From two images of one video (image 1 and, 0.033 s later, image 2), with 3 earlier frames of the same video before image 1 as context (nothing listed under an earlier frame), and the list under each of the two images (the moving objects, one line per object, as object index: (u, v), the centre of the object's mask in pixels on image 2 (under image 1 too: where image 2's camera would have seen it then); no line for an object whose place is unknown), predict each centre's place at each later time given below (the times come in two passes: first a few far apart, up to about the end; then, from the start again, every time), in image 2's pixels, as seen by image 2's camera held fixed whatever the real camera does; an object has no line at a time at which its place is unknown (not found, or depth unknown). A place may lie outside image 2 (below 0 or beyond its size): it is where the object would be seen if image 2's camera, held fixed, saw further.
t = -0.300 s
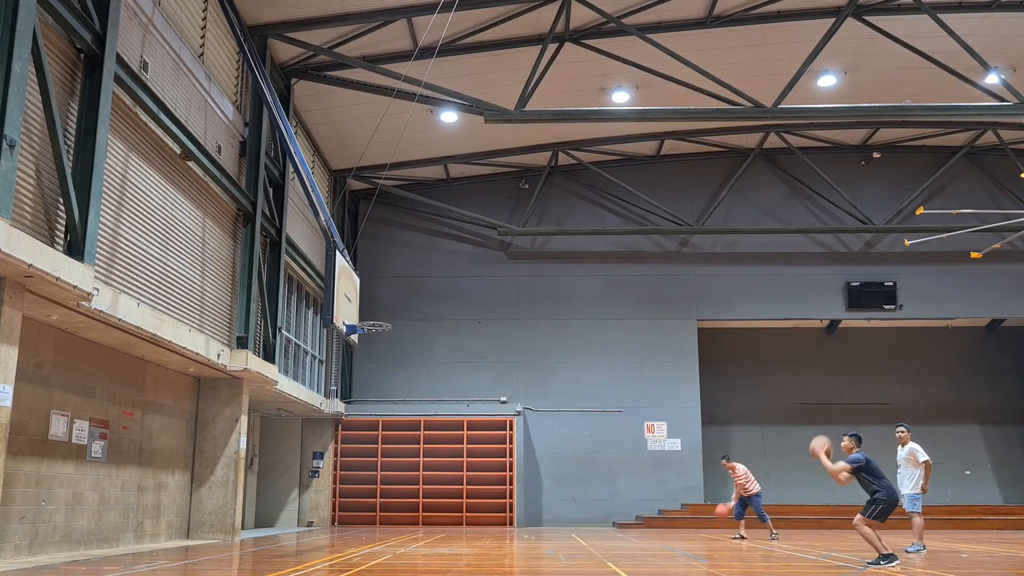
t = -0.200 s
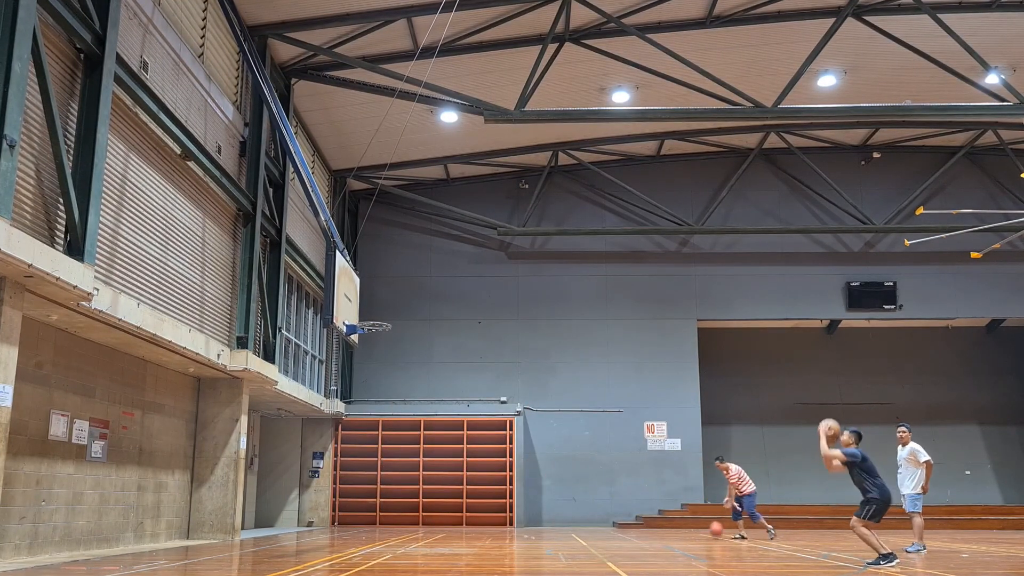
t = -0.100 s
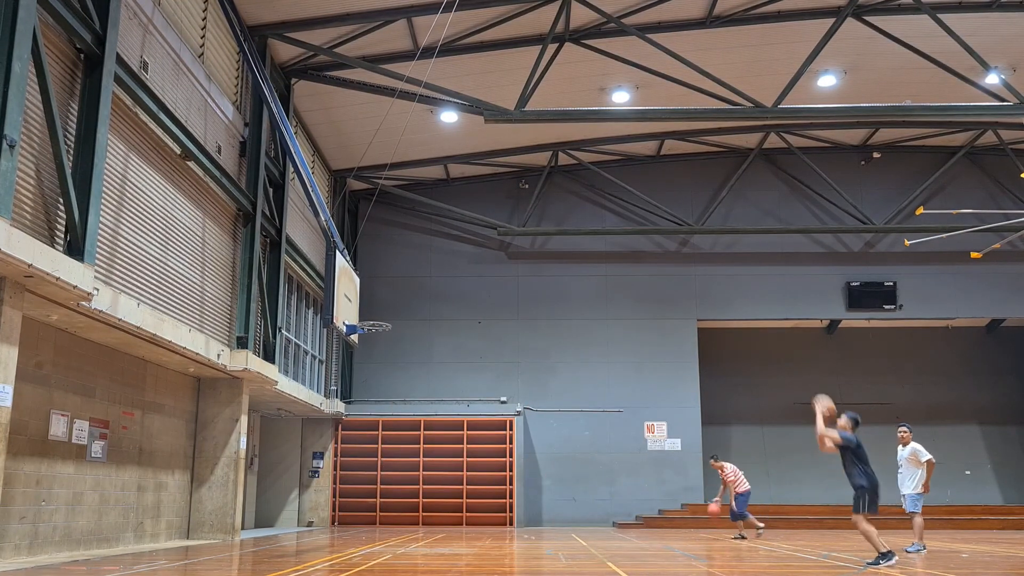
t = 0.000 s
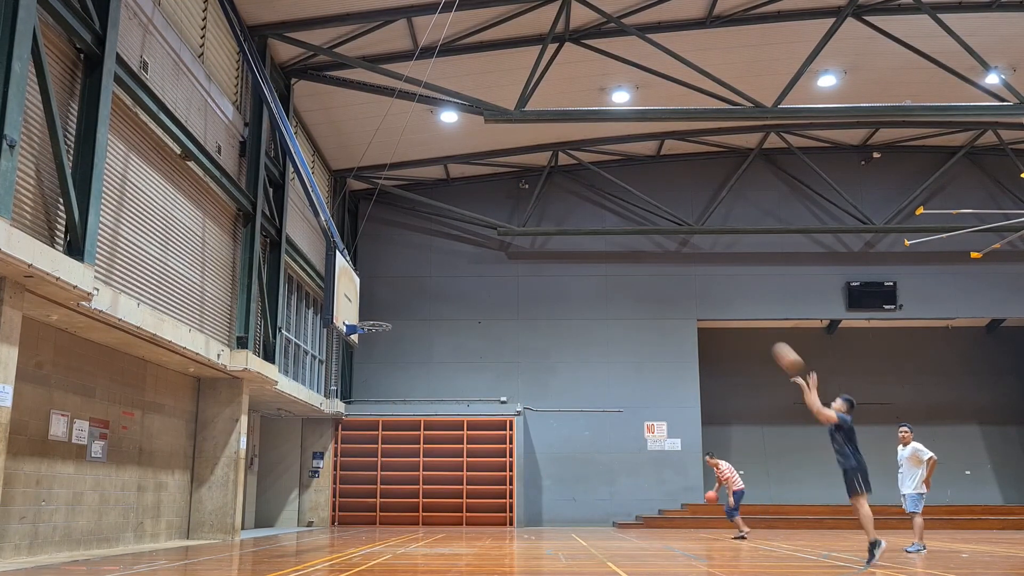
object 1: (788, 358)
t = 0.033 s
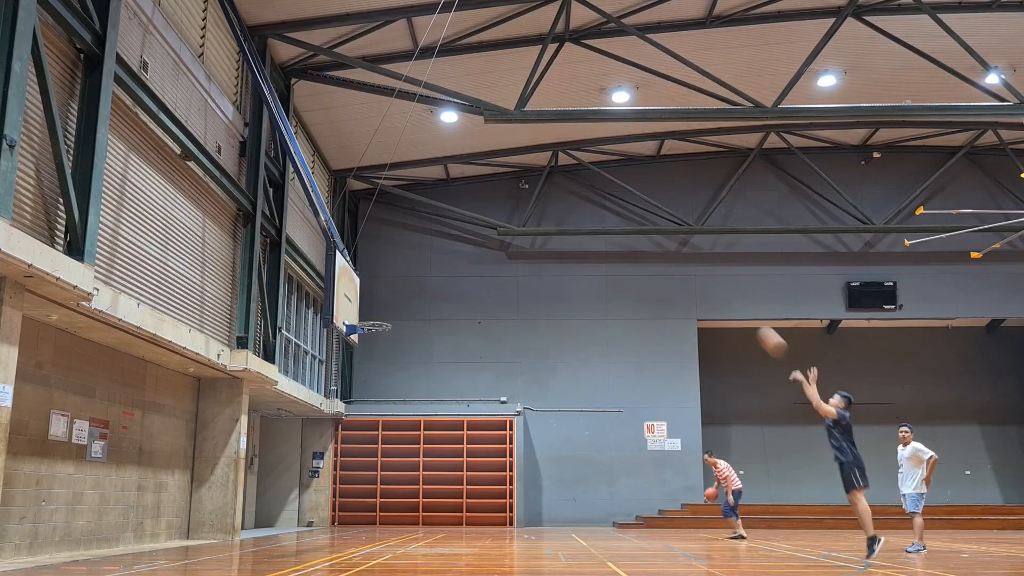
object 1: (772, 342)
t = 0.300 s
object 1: (658, 251)
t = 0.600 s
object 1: (550, 222)
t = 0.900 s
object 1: (457, 254)
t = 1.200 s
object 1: (369, 318)
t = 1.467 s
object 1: (384, 297)
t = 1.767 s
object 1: (410, 317)
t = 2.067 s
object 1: (435, 402)
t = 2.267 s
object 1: (453, 501)
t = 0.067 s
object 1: (757, 326)
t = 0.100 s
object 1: (740, 310)
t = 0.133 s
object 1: (726, 299)
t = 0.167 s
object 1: (712, 288)
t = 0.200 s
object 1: (698, 277)
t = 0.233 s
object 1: (685, 268)
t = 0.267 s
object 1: (671, 259)
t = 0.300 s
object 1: (658, 251)
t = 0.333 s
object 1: (645, 245)
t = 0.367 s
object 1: (632, 239)
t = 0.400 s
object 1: (620, 234)
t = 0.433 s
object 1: (608, 229)
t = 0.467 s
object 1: (596, 227)
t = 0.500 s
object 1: (584, 225)
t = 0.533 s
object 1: (573, 223)
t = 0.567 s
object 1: (561, 222)
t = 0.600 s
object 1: (550, 222)
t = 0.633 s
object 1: (540, 223)
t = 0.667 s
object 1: (529, 224)
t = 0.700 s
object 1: (518, 226)
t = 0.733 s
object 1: (507, 229)
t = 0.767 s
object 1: (497, 233)
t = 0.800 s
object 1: (487, 237)
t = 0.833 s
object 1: (477, 242)
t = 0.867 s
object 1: (467, 247)
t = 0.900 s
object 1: (457, 254)
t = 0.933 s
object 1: (447, 261)
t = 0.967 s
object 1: (437, 269)
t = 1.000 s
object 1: (426, 277)
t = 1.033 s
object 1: (416, 287)
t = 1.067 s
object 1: (407, 297)
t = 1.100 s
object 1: (397, 307)
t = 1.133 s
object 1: (388, 316)
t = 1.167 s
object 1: (379, 319)
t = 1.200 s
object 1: (369, 318)
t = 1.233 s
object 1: (368, 316)
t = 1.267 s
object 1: (367, 315)
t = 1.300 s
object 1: (369, 312)
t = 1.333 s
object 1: (373, 308)
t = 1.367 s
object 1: (376, 304)
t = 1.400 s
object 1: (378, 301)
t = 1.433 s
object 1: (381, 299)
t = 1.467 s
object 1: (384, 297)
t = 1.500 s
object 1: (387, 297)
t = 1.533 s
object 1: (390, 297)
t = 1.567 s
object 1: (393, 297)
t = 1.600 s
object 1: (396, 299)
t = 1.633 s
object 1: (398, 301)
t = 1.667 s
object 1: (402, 304)
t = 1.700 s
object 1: (405, 308)
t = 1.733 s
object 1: (408, 312)
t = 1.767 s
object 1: (410, 317)
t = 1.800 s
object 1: (413, 324)
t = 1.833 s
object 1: (416, 330)
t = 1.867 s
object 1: (419, 338)
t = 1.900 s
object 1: (421, 347)
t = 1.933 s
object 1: (424, 357)
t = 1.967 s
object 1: (426, 367)
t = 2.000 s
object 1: (429, 378)
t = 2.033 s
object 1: (432, 390)
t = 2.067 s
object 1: (435, 402)
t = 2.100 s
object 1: (438, 418)
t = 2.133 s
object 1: (441, 432)
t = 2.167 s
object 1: (444, 448)
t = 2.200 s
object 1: (446, 464)
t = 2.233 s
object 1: (450, 484)
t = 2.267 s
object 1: (453, 501)
